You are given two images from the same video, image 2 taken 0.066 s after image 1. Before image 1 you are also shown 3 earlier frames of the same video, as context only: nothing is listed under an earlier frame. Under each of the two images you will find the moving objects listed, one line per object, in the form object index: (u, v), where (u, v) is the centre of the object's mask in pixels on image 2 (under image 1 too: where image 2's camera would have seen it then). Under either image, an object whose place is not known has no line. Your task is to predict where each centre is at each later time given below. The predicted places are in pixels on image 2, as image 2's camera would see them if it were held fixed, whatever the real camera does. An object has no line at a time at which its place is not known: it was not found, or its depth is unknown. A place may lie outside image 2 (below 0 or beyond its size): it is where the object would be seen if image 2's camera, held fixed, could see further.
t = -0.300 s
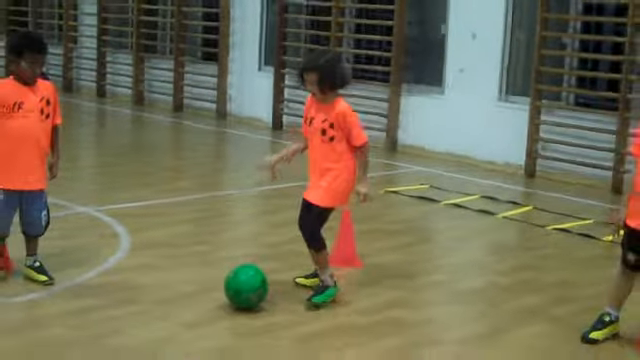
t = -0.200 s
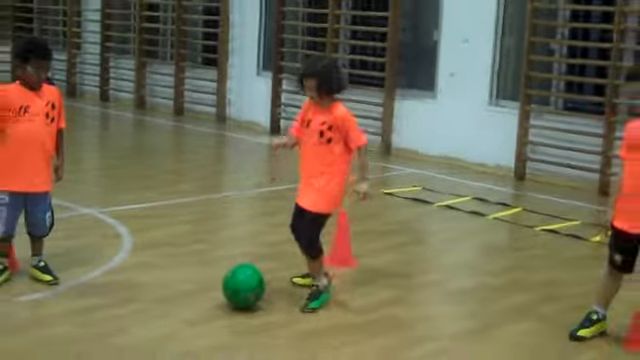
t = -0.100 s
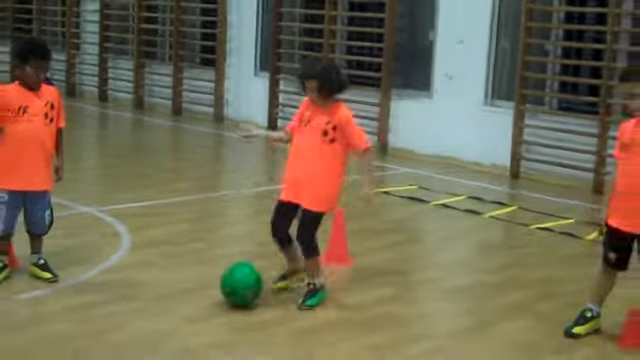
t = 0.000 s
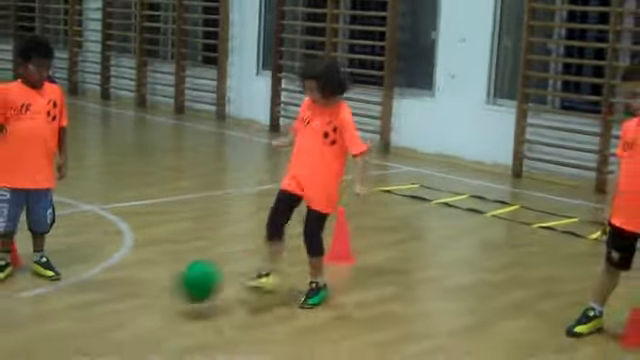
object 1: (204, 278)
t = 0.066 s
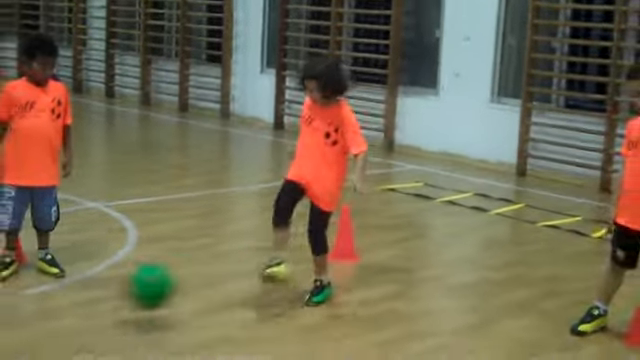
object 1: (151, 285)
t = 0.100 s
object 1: (122, 293)
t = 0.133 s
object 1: (91, 304)
